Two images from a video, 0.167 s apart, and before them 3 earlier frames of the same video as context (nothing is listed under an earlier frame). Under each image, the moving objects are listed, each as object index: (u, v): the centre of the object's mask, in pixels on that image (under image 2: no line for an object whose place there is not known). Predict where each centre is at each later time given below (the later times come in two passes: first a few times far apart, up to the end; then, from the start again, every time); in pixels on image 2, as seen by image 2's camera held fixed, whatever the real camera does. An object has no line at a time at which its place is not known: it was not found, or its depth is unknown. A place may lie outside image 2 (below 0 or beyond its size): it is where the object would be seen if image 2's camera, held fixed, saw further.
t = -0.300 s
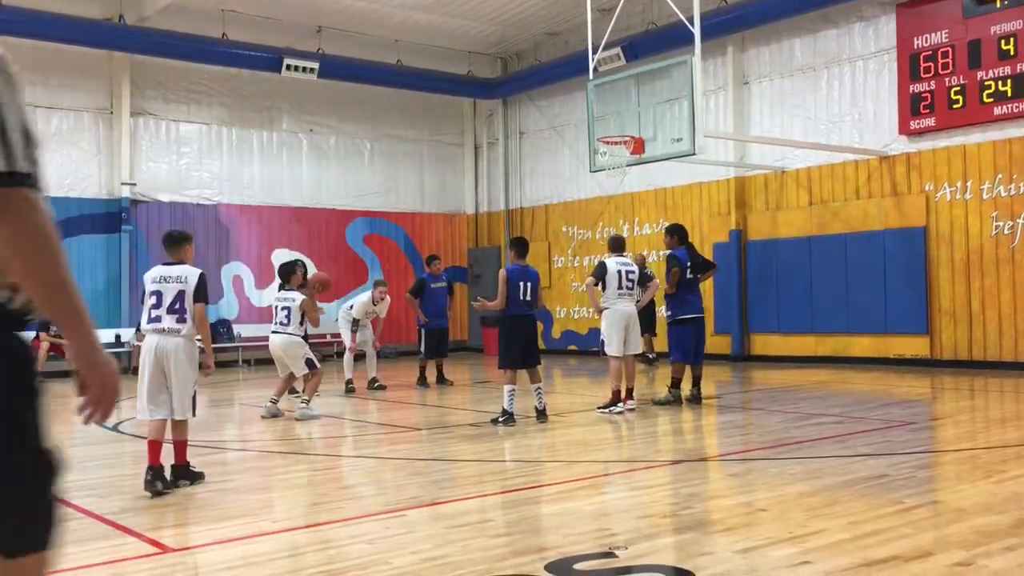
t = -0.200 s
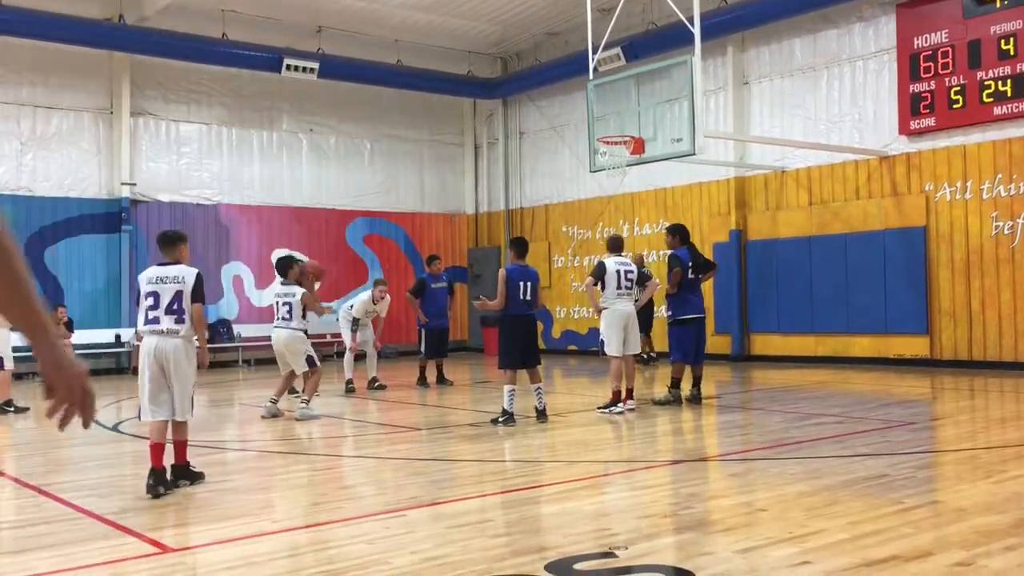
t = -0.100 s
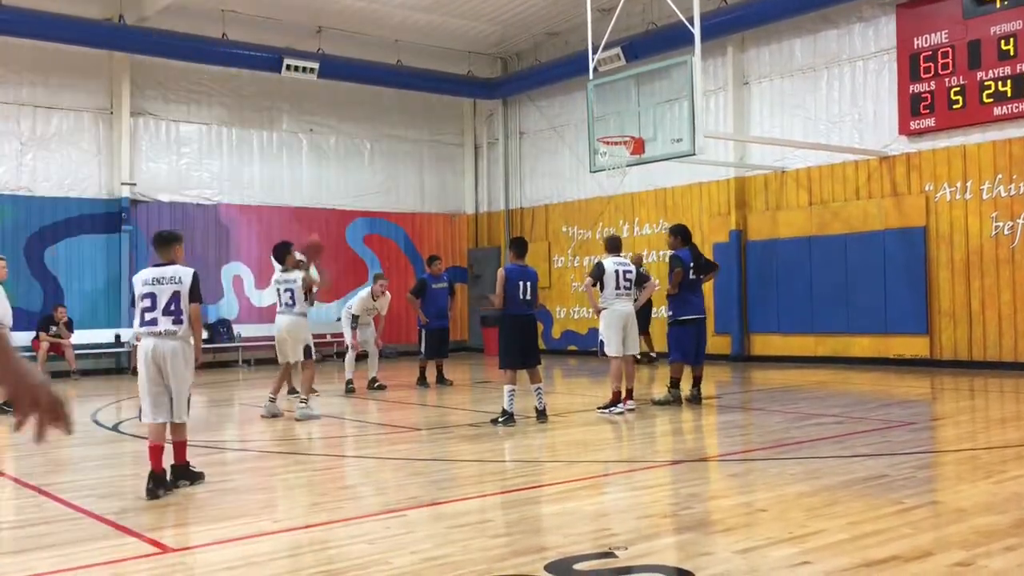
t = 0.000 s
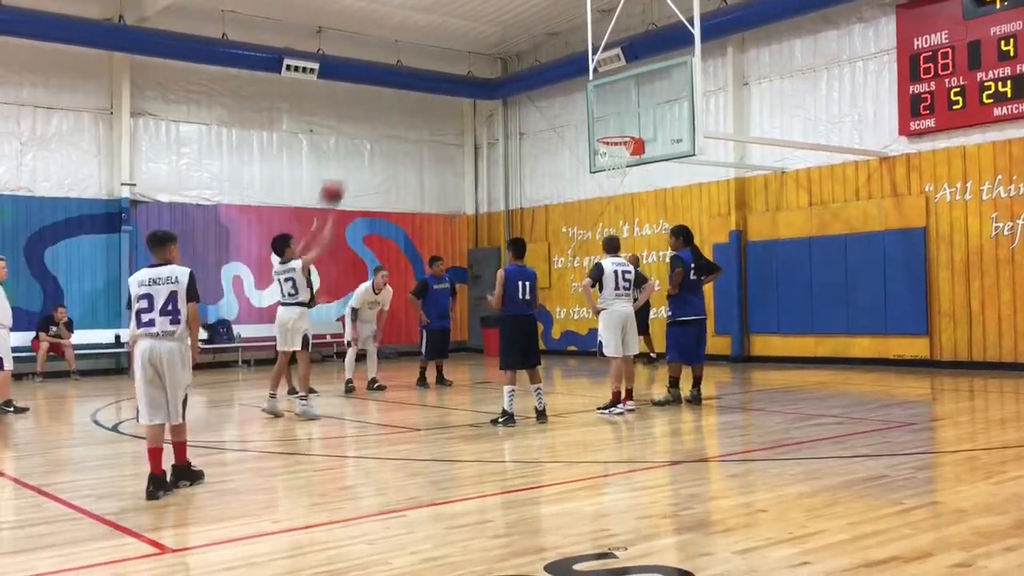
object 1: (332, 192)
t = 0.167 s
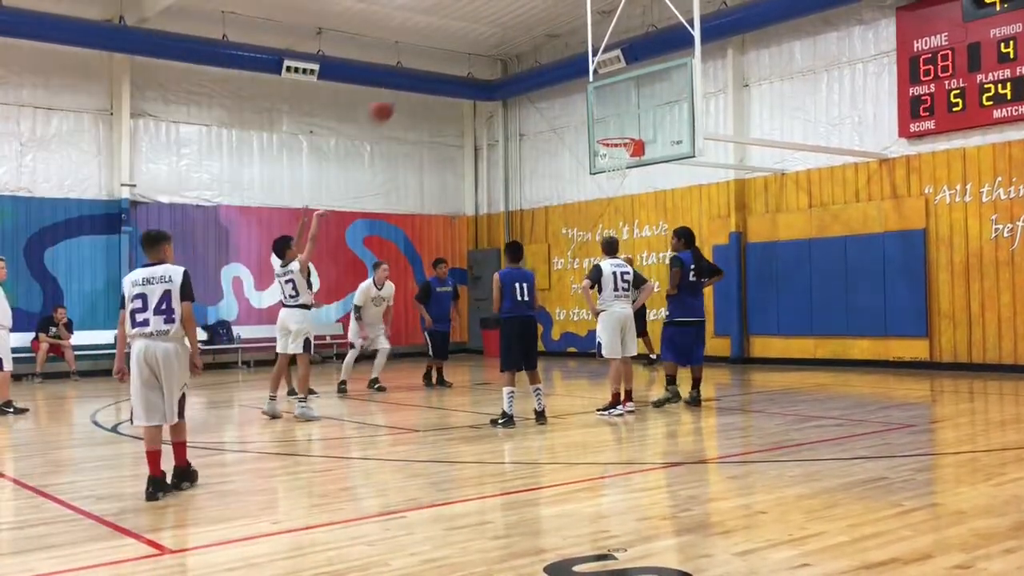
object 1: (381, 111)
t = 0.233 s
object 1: (400, 84)
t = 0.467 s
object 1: (464, 34)
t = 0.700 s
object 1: (523, 32)
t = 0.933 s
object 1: (577, 75)
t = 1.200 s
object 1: (621, 118)
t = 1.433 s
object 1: (636, 114)
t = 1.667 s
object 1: (620, 133)
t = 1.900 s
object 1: (616, 146)
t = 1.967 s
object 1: (623, 150)
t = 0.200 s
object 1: (392, 95)
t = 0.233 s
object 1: (400, 84)
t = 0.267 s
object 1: (409, 74)
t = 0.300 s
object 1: (420, 63)
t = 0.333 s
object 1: (429, 57)
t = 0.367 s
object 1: (438, 49)
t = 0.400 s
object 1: (448, 41)
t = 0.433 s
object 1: (456, 36)
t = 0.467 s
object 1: (464, 34)
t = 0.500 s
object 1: (473, 30)
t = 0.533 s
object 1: (482, 28)
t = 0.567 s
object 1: (490, 27)
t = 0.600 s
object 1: (498, 26)
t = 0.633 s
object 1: (507, 28)
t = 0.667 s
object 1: (514, 29)
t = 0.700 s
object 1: (523, 32)
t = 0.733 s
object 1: (531, 35)
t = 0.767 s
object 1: (538, 39)
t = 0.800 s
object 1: (546, 45)
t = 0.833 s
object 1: (553, 51)
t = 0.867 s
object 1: (563, 57)
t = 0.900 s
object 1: (569, 65)
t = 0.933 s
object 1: (577, 75)
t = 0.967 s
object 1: (583, 83)
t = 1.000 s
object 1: (591, 97)
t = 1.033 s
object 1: (597, 105)
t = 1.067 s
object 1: (605, 117)
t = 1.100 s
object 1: (612, 128)
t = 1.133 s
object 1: (615, 126)
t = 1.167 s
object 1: (618, 121)
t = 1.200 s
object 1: (621, 118)
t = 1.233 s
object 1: (623, 115)
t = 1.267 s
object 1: (626, 114)
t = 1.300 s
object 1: (629, 113)
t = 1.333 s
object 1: (632, 113)
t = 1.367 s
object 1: (635, 113)
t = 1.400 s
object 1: (638, 114)
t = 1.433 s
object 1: (636, 114)
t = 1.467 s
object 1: (634, 114)
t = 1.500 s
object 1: (631, 116)
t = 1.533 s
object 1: (629, 117)
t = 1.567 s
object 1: (627, 120)
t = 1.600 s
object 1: (624, 125)
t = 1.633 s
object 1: (622, 129)
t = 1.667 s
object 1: (620, 133)
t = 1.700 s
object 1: (617, 134)
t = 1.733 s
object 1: (614, 135)
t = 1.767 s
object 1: (611, 138)
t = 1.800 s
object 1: (607, 141)
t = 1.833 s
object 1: (608, 142)
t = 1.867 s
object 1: (611, 143)
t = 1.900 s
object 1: (616, 146)
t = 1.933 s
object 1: (620, 148)
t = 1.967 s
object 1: (623, 150)
